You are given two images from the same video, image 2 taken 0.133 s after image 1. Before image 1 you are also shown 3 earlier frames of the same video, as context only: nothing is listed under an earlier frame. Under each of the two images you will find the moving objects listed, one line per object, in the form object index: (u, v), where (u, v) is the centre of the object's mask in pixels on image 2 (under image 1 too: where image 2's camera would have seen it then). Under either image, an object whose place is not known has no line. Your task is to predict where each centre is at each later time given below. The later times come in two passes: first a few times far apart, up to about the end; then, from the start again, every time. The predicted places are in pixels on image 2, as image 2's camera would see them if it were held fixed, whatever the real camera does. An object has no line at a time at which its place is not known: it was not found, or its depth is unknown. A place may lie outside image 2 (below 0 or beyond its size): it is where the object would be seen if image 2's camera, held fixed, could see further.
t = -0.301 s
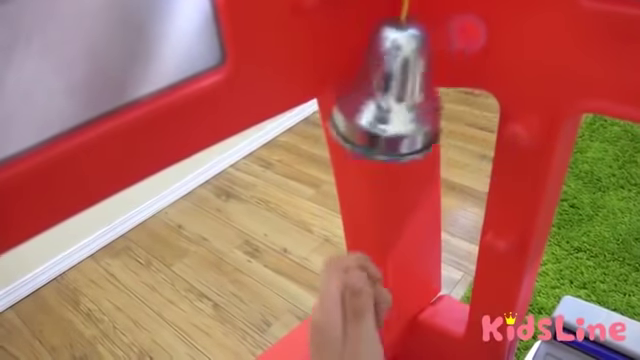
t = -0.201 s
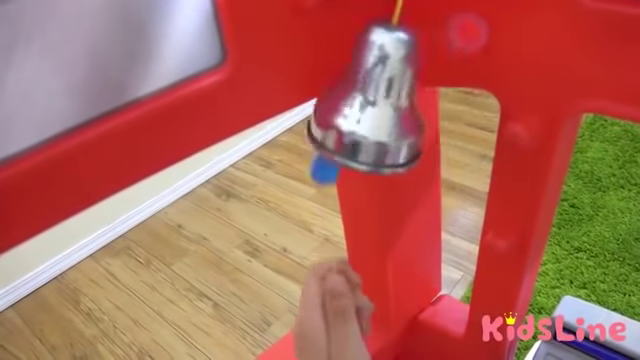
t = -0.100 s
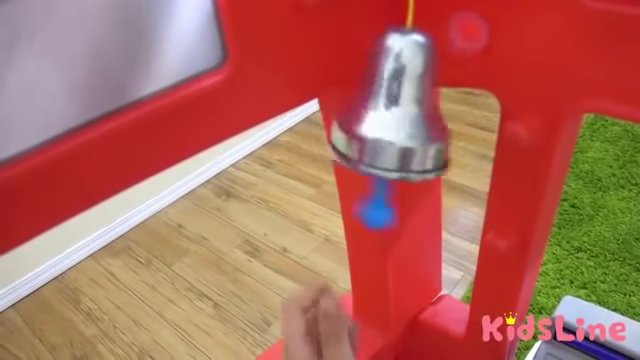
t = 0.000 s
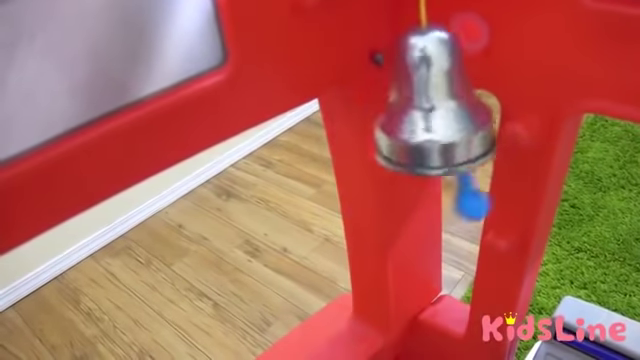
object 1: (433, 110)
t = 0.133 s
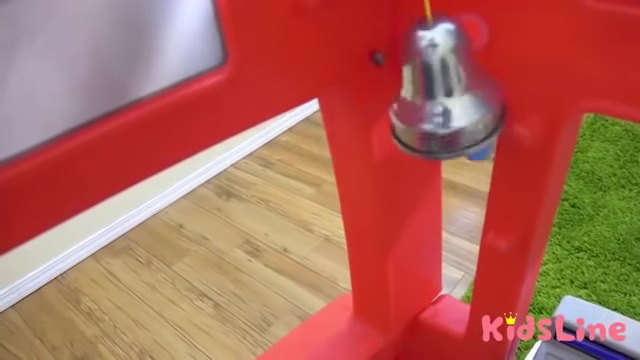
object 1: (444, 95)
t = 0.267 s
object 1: (400, 101)
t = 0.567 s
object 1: (421, 115)
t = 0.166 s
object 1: (437, 95)
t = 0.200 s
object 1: (426, 96)
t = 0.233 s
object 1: (413, 99)
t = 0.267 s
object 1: (400, 101)
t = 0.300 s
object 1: (389, 104)
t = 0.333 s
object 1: (380, 106)
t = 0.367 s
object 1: (375, 107)
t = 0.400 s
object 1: (375, 110)
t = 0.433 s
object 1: (378, 112)
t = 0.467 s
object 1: (386, 114)
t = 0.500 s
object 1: (397, 117)
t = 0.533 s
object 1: (410, 117)
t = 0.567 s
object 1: (421, 115)
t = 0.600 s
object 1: (432, 113)
